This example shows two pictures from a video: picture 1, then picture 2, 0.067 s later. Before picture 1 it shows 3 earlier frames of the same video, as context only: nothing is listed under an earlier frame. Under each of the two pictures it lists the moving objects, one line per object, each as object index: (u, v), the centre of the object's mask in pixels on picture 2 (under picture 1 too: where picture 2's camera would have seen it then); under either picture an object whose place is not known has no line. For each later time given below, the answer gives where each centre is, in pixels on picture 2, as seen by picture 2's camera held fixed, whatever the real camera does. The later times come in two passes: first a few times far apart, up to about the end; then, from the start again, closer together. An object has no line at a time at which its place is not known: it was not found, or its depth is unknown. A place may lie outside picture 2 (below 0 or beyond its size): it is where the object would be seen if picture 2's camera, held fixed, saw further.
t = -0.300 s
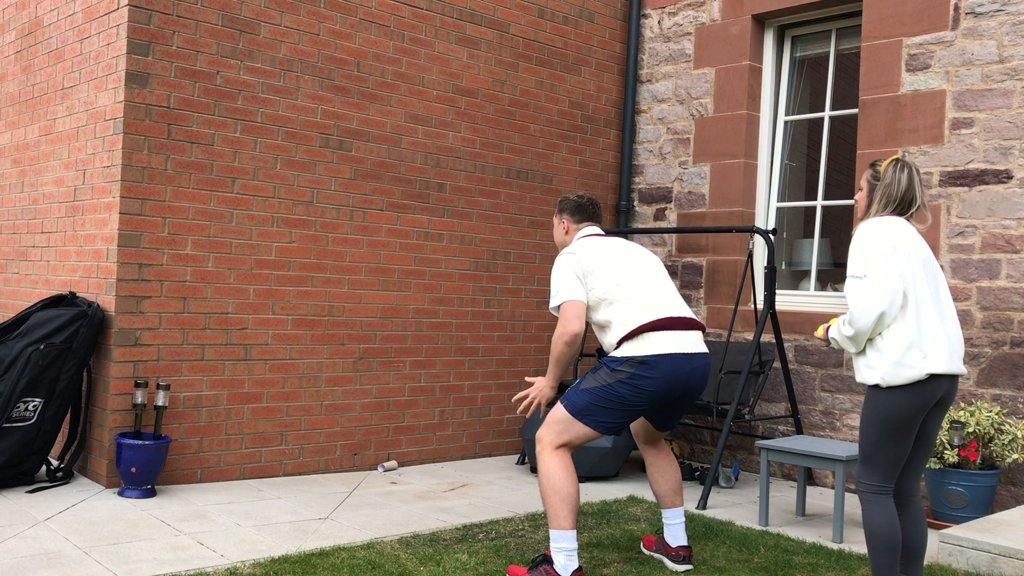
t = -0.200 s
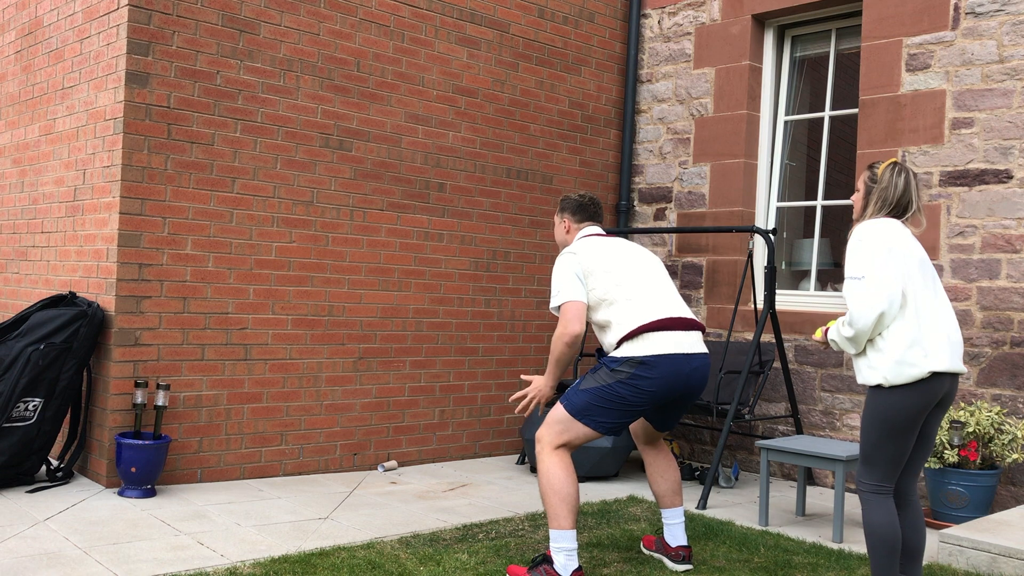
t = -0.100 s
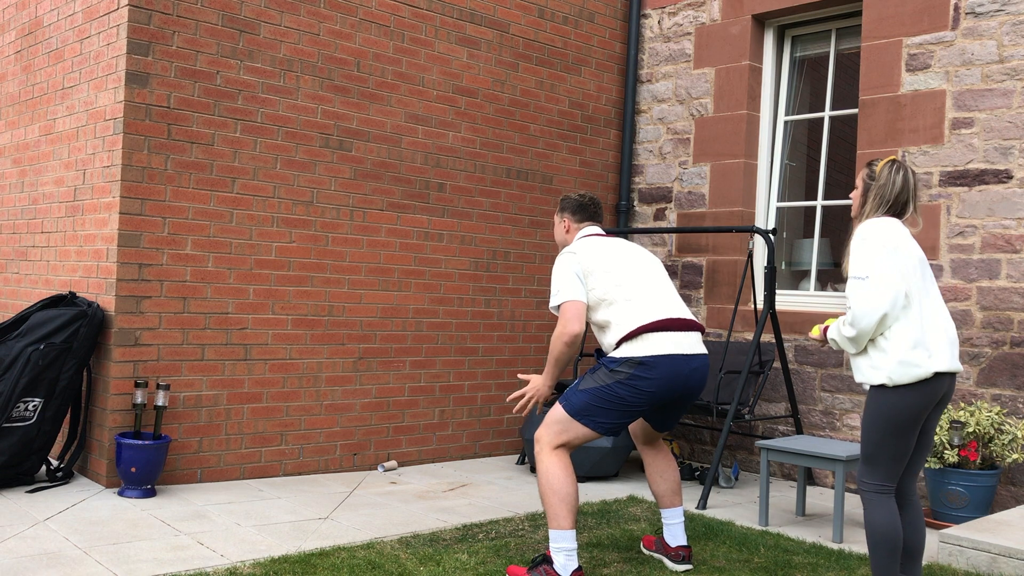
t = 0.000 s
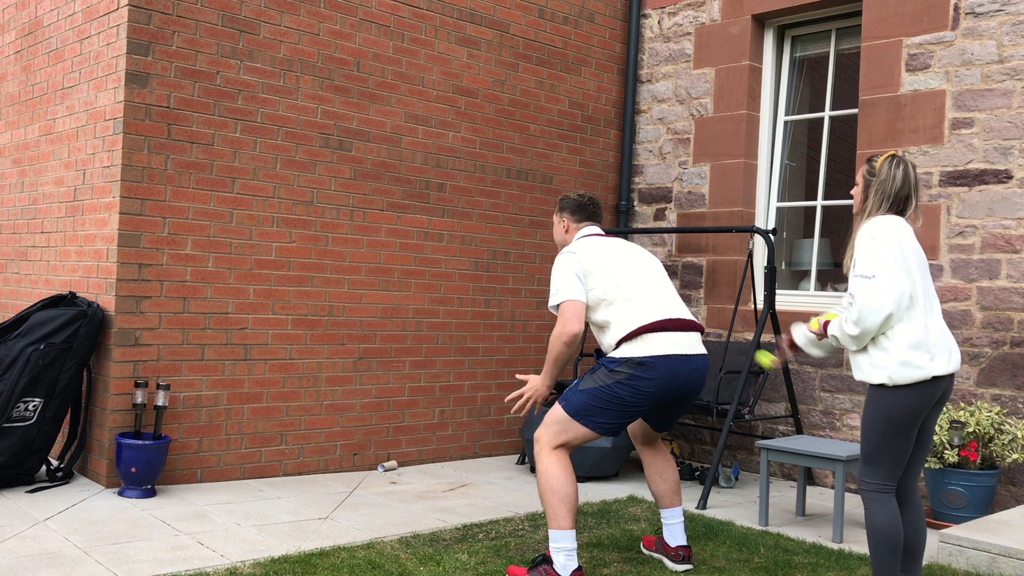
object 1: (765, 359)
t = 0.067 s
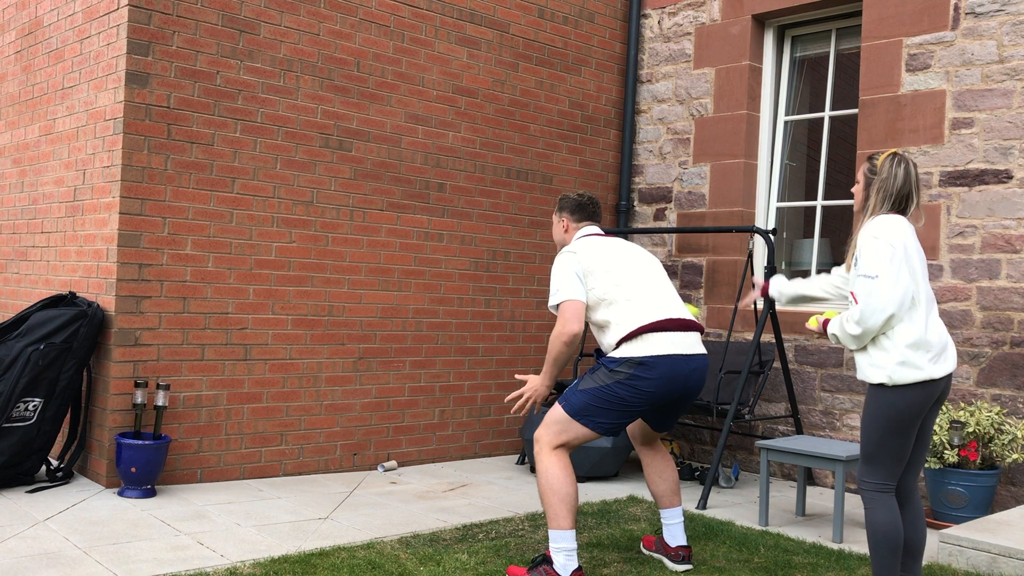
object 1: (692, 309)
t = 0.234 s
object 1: (526, 251)
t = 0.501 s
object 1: (363, 280)
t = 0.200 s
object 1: (550, 257)
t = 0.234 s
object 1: (526, 251)
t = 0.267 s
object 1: (497, 249)
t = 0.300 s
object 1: (471, 247)
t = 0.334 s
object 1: (445, 249)
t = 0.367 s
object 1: (420, 252)
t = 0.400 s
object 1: (396, 257)
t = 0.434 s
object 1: (373, 264)
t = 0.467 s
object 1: (353, 272)
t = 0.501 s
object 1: (363, 280)
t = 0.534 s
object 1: (373, 289)
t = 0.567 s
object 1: (384, 302)
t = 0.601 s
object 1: (395, 317)
